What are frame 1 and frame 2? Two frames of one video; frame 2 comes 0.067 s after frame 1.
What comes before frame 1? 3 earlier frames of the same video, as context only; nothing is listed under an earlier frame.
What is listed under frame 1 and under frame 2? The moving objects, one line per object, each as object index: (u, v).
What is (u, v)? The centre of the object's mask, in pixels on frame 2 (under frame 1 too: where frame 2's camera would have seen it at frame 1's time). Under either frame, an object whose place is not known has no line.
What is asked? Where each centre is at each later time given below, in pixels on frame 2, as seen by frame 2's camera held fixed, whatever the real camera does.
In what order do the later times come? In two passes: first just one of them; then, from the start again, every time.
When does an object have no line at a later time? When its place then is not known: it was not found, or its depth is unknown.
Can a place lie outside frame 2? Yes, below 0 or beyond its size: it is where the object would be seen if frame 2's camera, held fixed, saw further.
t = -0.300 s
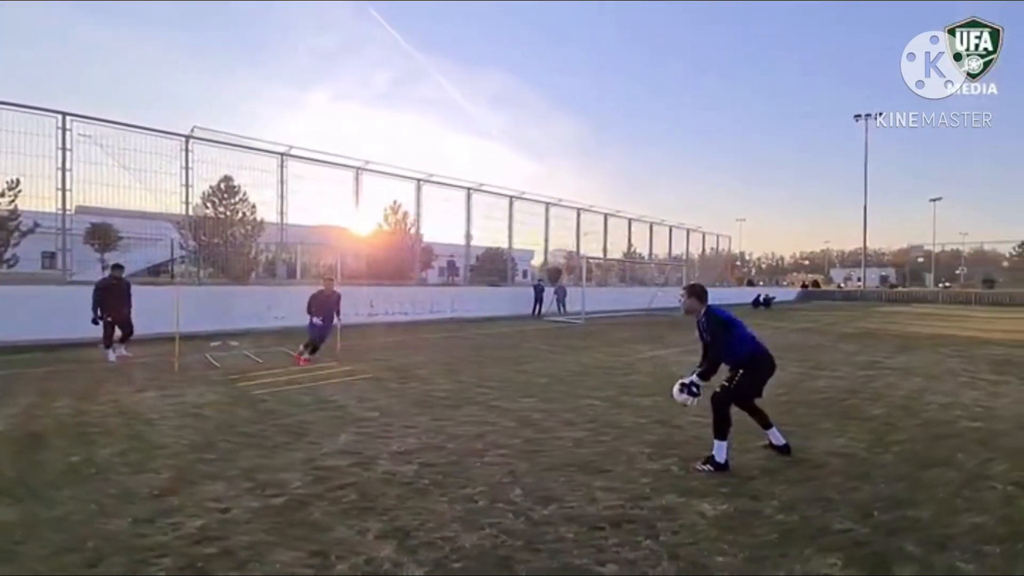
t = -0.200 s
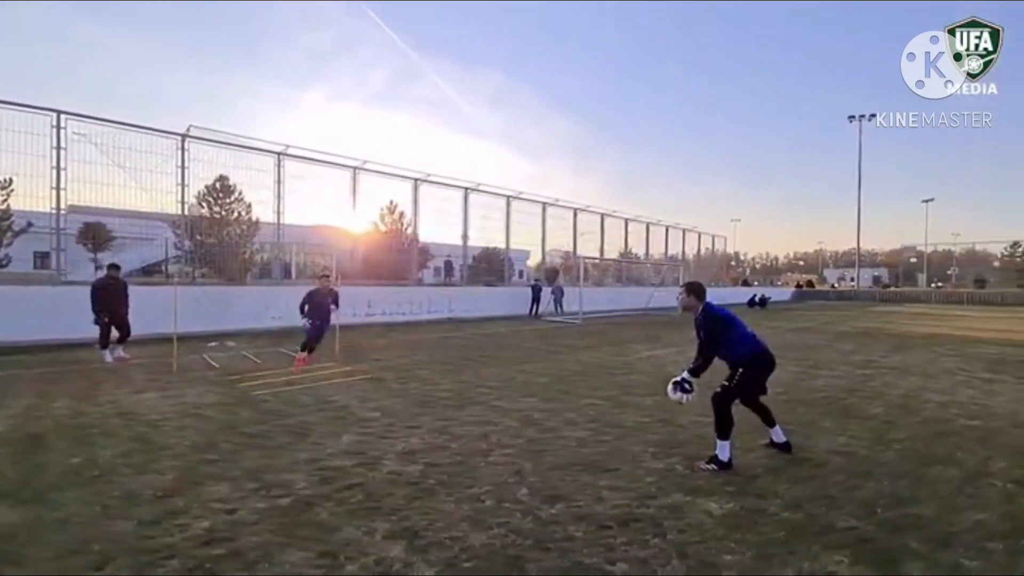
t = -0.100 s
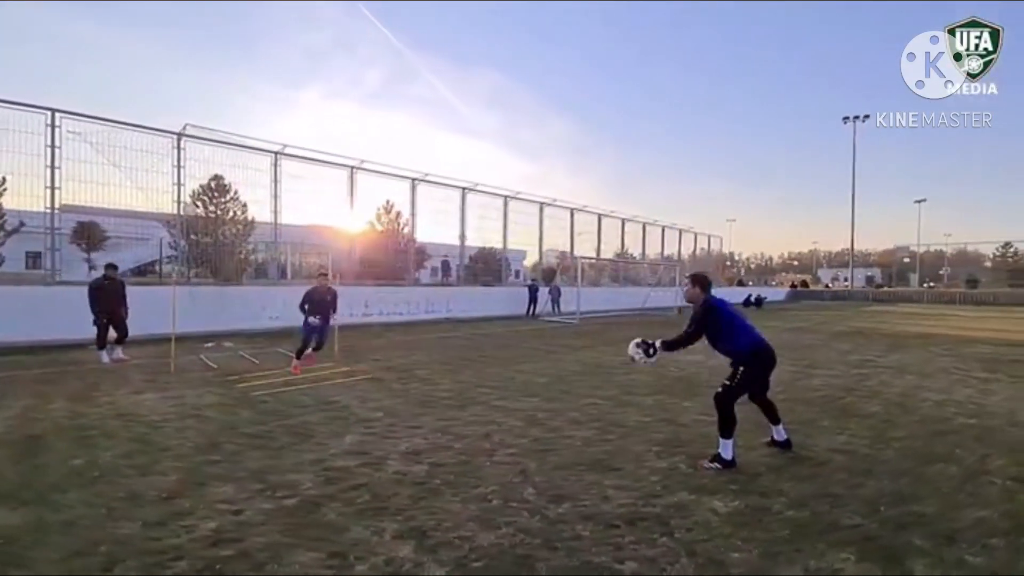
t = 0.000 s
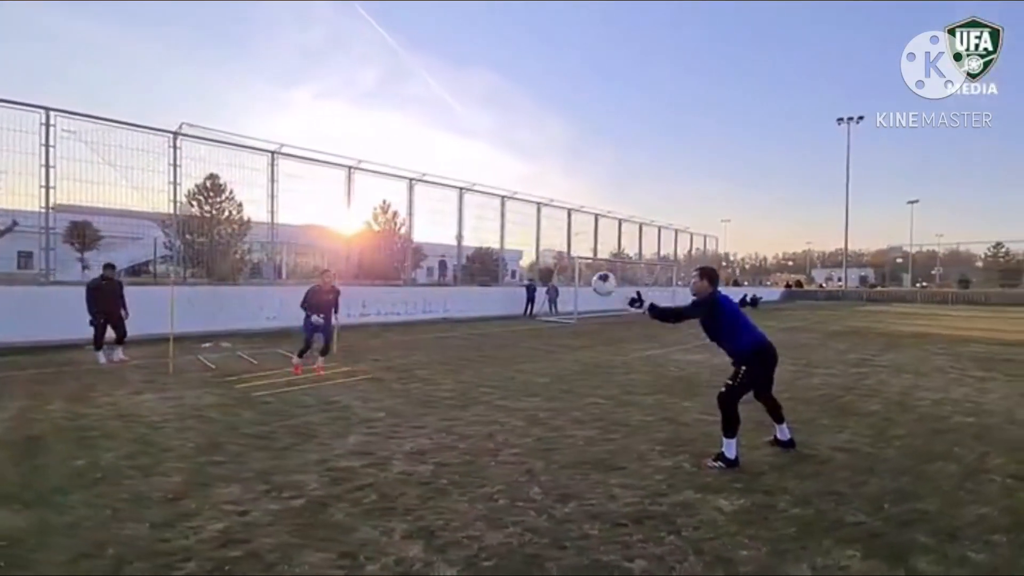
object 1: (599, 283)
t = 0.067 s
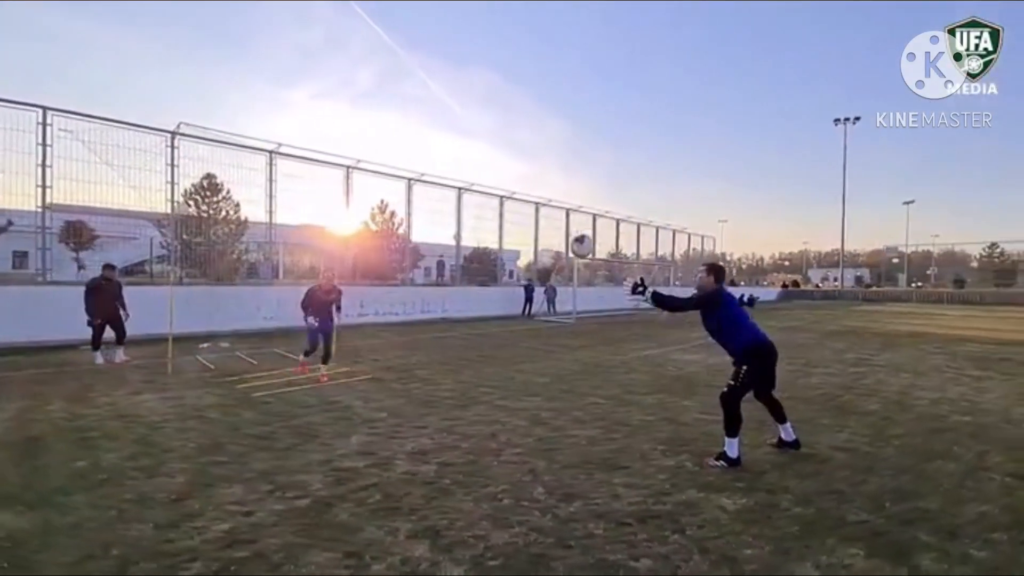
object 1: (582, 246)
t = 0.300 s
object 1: (525, 159)
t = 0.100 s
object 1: (574, 229)
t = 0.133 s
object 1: (565, 214)
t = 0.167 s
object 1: (557, 200)
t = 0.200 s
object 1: (549, 188)
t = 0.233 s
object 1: (542, 177)
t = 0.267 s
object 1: (533, 167)
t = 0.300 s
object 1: (525, 159)
